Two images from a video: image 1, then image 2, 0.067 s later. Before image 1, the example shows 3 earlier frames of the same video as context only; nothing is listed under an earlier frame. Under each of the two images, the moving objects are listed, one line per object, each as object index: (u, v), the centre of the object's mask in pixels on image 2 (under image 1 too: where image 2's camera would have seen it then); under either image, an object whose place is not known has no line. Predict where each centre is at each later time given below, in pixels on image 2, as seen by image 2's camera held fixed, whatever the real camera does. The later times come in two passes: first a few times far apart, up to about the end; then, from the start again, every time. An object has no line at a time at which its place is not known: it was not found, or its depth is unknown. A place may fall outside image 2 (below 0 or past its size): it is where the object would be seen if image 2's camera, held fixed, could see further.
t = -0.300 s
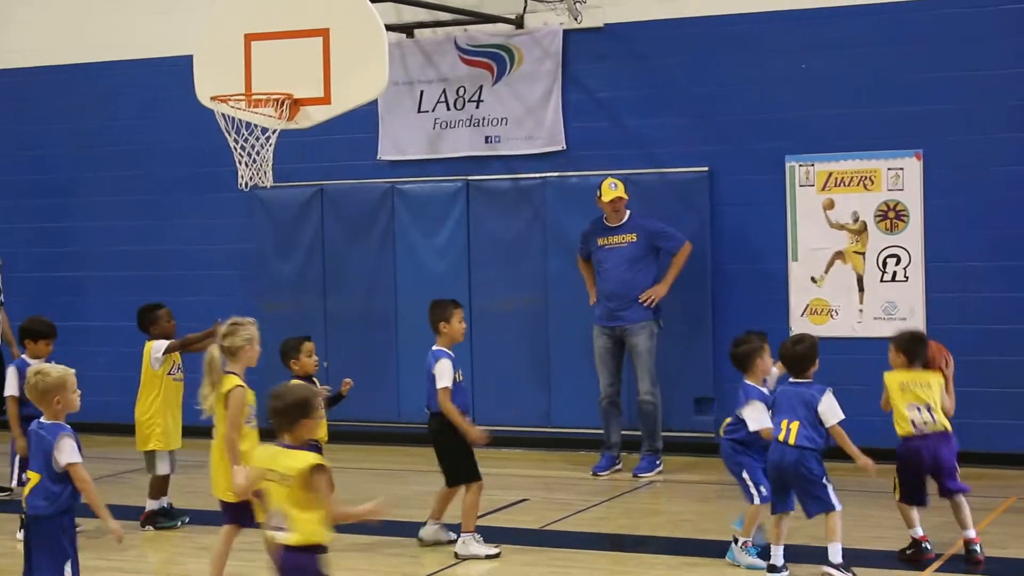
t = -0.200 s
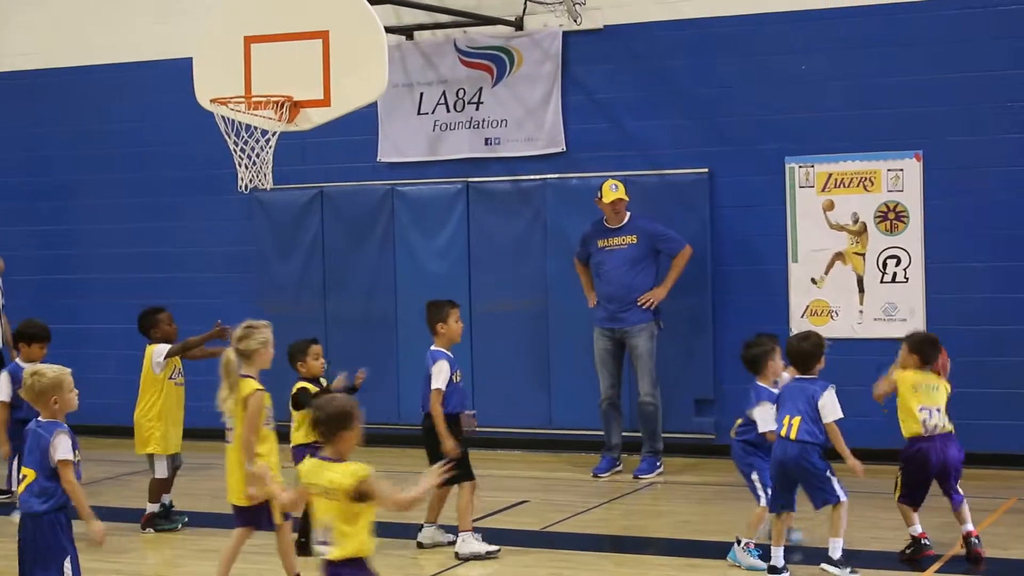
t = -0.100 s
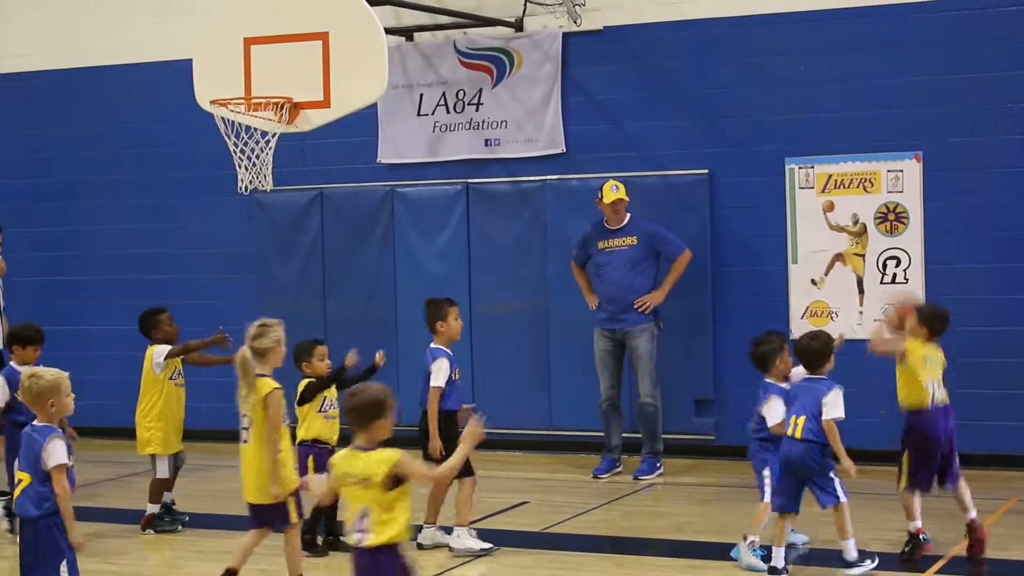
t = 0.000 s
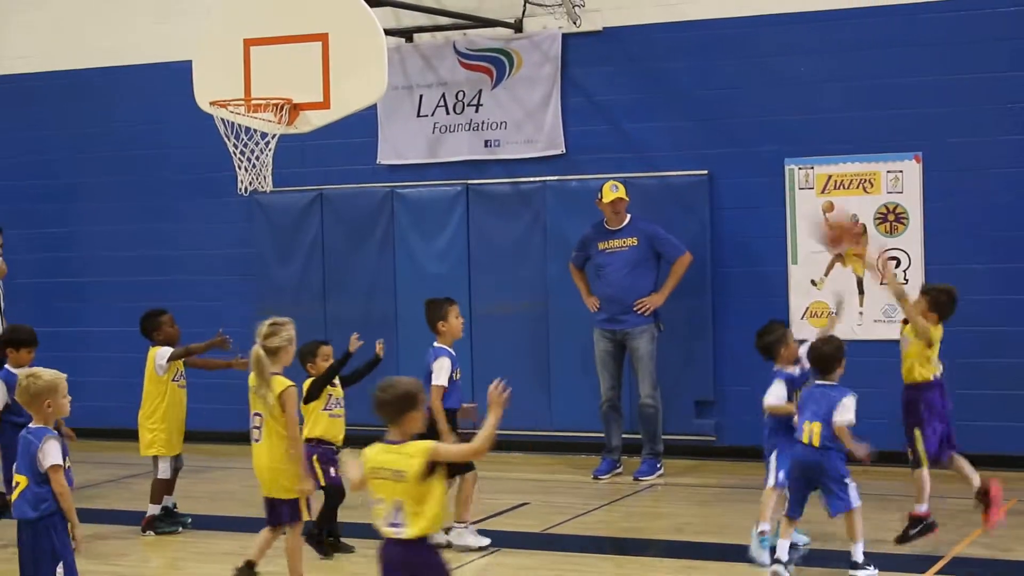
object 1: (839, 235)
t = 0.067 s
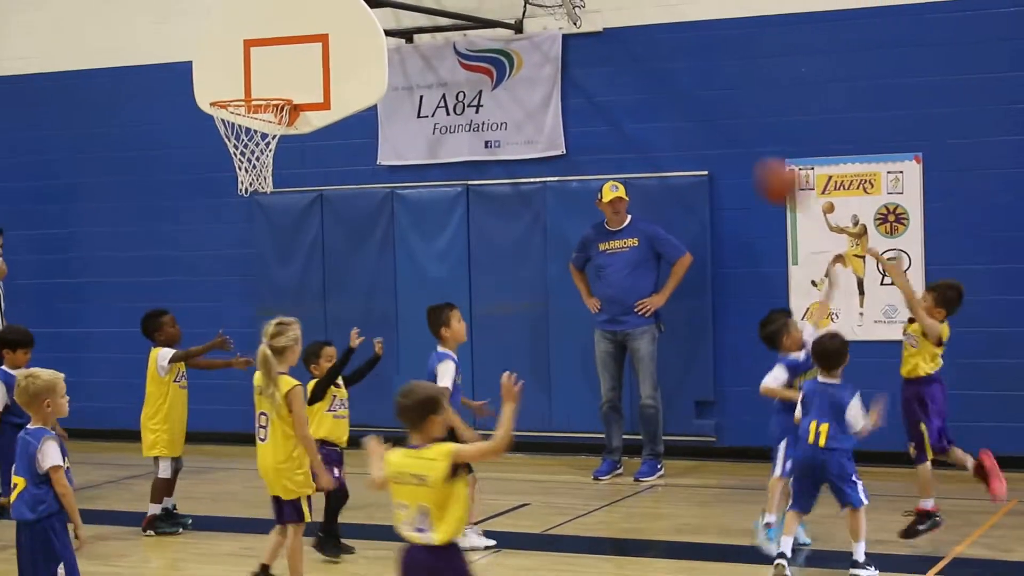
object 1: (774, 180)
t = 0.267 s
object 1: (615, 90)
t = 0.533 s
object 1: (413, 88)
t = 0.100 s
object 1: (754, 161)
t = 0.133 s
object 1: (724, 142)
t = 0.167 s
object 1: (697, 126)
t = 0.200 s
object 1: (670, 112)
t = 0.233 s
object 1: (643, 100)
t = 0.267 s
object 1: (615, 90)
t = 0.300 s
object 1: (590, 82)
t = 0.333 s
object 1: (566, 77)
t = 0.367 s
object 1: (540, 74)
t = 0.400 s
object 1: (512, 72)
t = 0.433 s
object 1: (489, 73)
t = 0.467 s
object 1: (461, 76)
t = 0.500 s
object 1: (438, 81)
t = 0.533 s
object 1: (413, 88)
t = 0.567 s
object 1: (390, 96)
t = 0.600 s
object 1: (365, 107)
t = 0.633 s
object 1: (343, 121)
